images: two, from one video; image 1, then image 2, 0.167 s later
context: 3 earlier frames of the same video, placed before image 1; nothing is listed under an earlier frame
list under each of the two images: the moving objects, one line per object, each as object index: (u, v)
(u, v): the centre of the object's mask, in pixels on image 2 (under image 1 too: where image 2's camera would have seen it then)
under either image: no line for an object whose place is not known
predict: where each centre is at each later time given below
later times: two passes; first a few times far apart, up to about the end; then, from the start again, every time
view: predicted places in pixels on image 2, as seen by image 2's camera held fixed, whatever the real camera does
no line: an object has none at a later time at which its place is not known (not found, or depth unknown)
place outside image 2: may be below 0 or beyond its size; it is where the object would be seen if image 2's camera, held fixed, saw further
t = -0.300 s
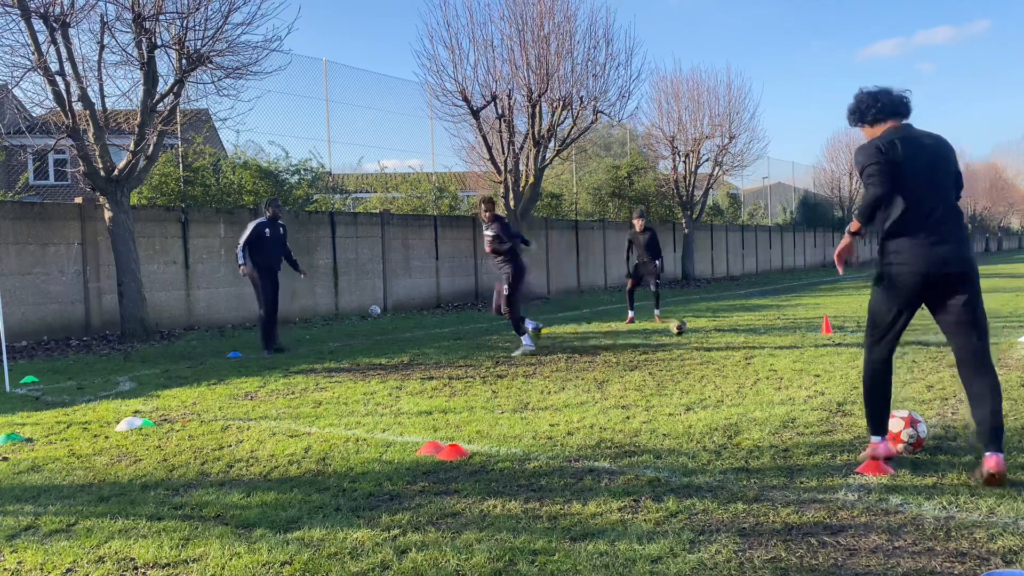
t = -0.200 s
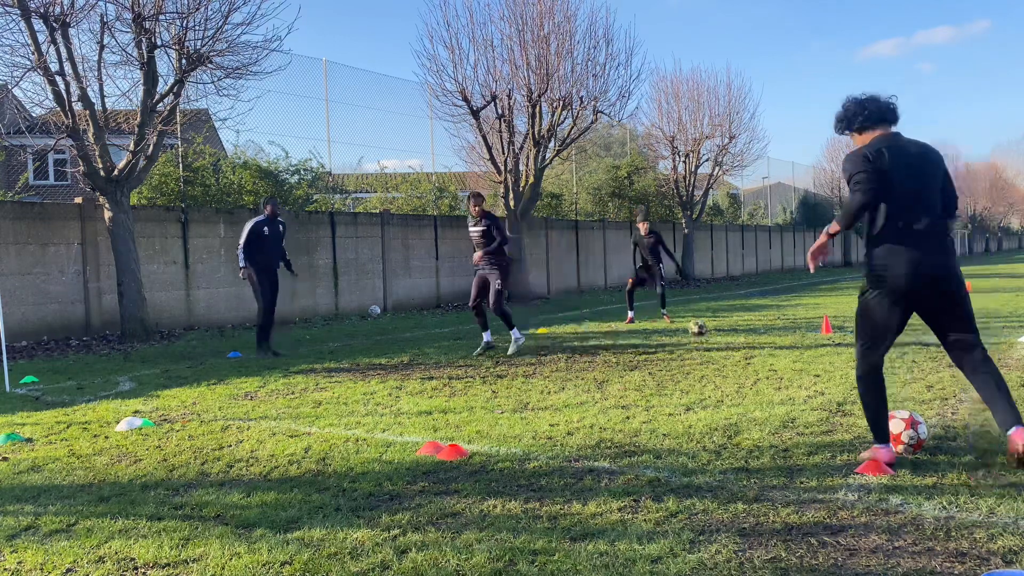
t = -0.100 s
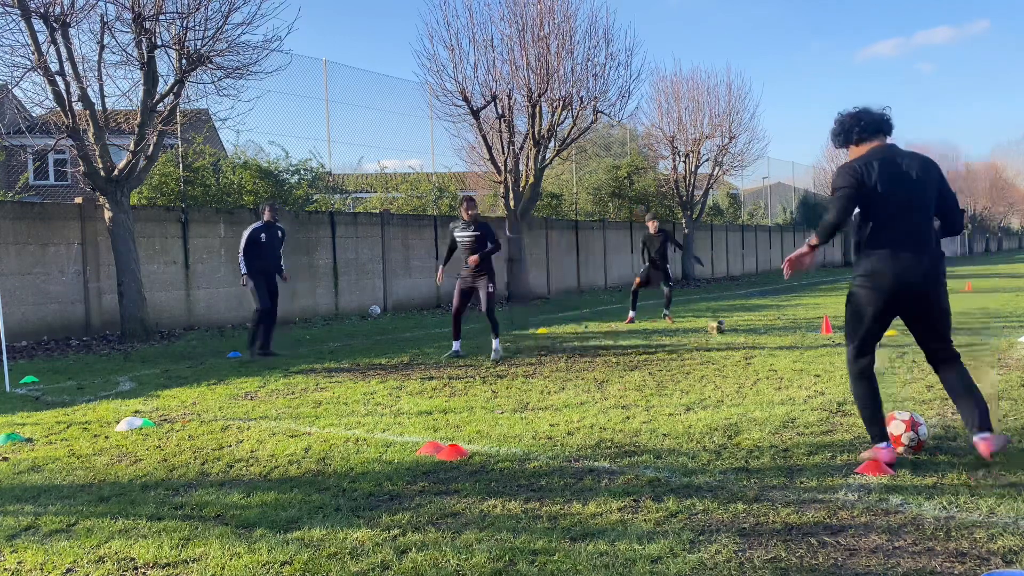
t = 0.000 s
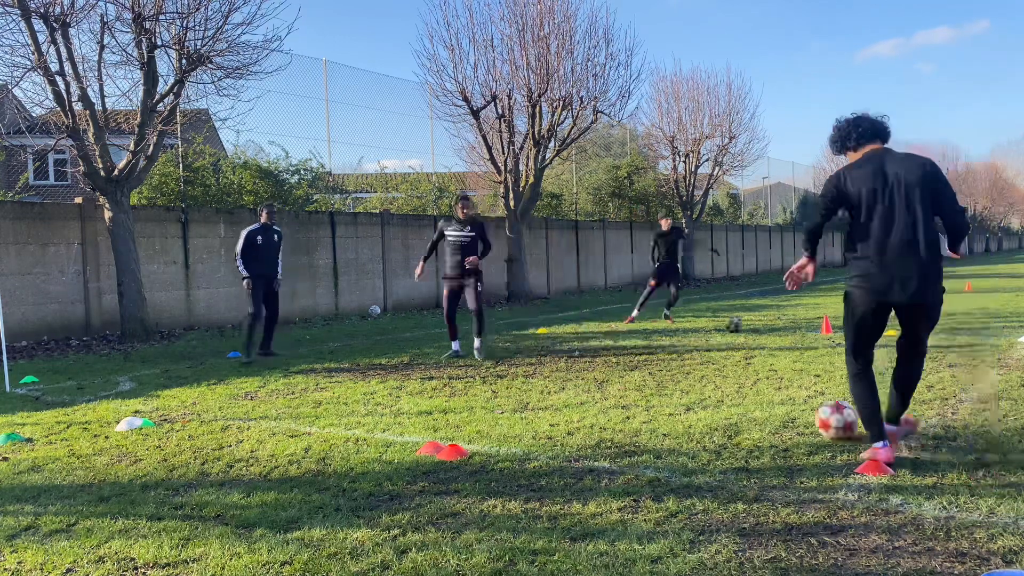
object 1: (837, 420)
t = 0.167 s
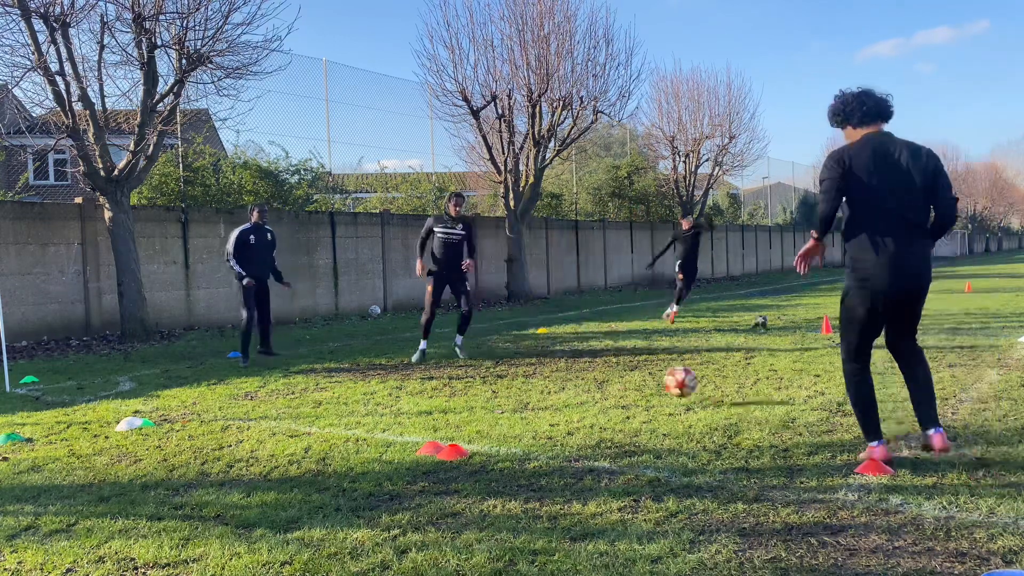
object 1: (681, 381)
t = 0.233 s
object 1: (638, 374)
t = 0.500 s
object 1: (528, 361)
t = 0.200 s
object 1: (658, 377)
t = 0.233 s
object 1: (638, 374)
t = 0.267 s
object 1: (619, 375)
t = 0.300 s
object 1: (602, 375)
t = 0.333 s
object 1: (586, 371)
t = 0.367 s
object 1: (573, 366)
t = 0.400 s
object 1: (561, 363)
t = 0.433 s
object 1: (549, 361)
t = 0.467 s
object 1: (538, 361)
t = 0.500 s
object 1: (528, 361)
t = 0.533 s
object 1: (519, 357)
